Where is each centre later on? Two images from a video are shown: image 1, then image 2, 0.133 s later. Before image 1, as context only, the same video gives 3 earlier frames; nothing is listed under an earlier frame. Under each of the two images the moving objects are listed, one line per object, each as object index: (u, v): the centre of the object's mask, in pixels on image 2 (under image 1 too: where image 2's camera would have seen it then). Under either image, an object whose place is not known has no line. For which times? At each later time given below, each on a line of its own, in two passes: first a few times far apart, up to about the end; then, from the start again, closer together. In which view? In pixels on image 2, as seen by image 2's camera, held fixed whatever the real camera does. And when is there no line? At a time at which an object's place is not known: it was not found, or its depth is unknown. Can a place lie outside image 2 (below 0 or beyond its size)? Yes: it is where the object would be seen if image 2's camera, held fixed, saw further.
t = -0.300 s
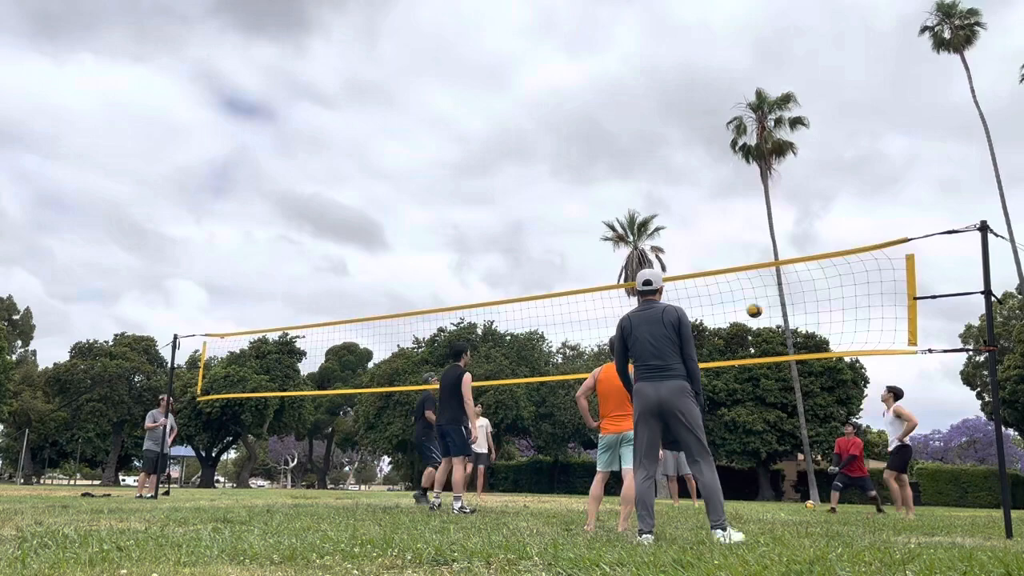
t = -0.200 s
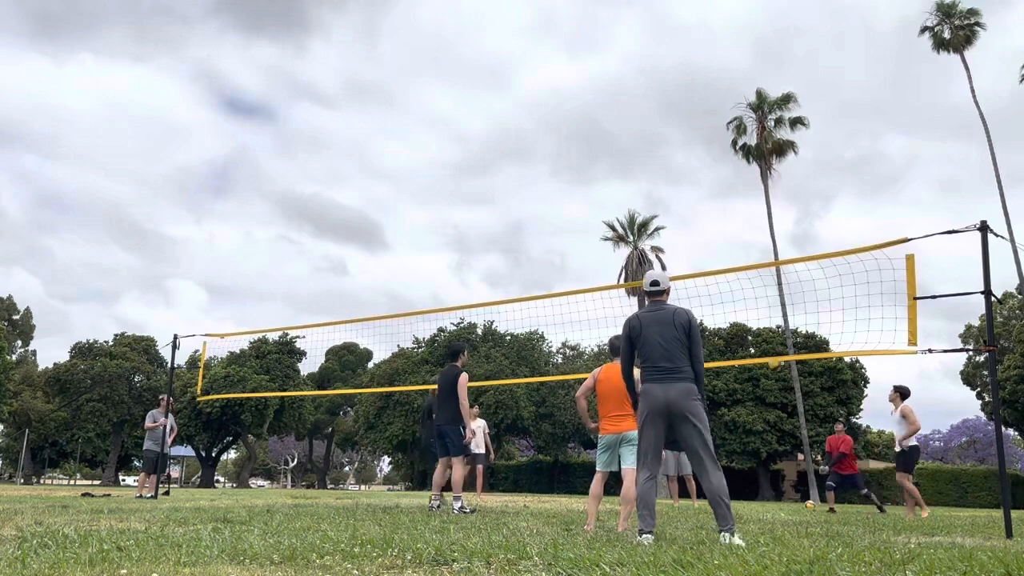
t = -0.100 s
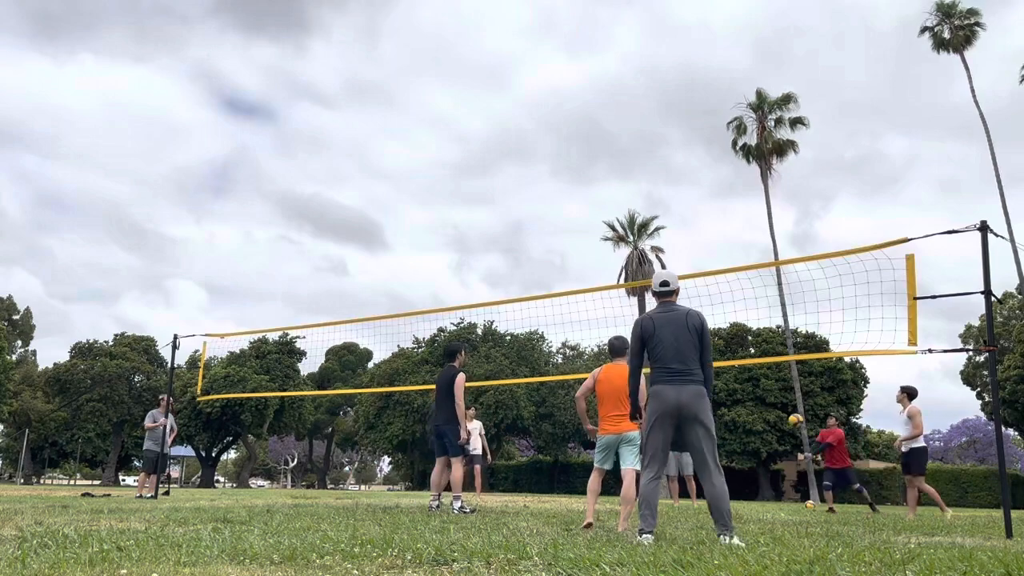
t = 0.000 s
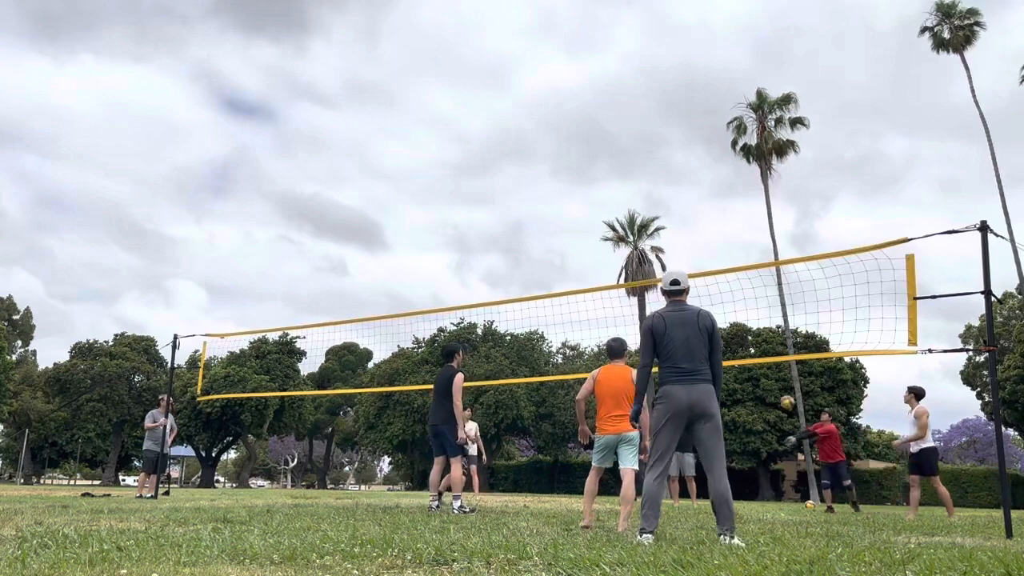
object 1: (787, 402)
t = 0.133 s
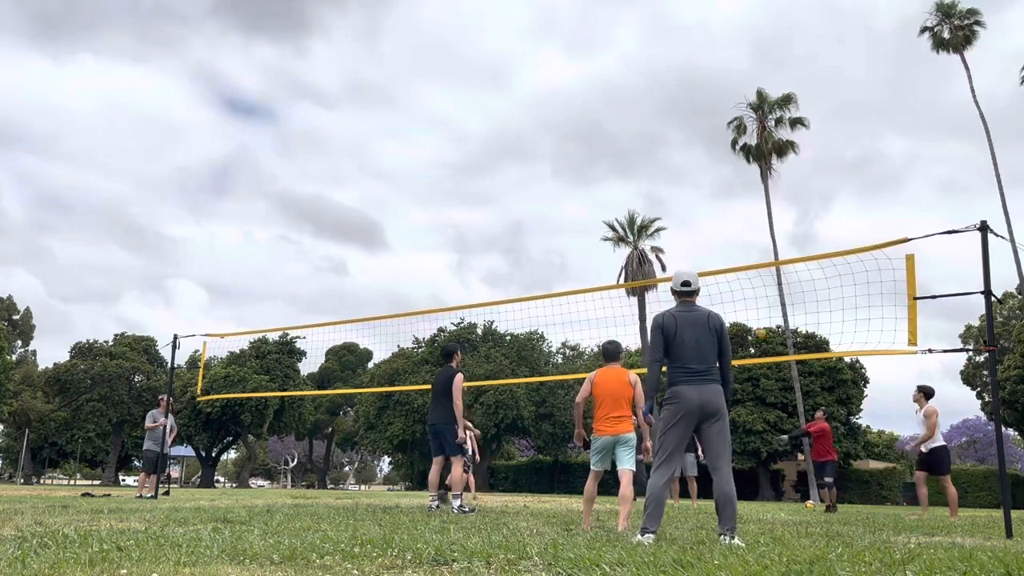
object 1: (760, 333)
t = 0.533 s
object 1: (686, 200)
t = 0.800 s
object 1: (642, 165)
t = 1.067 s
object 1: (599, 171)
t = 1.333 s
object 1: (556, 217)
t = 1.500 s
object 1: (528, 268)
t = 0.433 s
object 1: (703, 224)
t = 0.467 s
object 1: (698, 216)
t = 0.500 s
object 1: (692, 207)
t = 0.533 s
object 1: (686, 200)
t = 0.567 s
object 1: (680, 194)
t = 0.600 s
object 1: (675, 188)
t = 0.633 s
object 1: (669, 182)
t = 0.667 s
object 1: (664, 177)
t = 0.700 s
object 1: (658, 174)
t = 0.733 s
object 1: (653, 170)
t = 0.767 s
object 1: (648, 167)
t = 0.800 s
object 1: (642, 165)
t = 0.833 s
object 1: (637, 163)
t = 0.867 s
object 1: (631, 162)
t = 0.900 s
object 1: (626, 162)
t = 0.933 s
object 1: (620, 163)
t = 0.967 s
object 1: (615, 164)
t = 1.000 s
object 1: (610, 165)
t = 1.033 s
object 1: (604, 168)
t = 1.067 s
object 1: (599, 171)
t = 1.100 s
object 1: (594, 174)
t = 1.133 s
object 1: (588, 178)
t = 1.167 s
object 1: (583, 183)
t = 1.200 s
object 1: (577, 188)
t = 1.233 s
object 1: (572, 195)
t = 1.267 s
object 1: (566, 201)
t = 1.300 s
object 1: (561, 209)
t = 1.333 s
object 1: (556, 217)
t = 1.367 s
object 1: (550, 226)
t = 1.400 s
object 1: (545, 236)
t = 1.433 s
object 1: (539, 246)
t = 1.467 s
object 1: (534, 257)
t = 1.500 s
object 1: (528, 268)
